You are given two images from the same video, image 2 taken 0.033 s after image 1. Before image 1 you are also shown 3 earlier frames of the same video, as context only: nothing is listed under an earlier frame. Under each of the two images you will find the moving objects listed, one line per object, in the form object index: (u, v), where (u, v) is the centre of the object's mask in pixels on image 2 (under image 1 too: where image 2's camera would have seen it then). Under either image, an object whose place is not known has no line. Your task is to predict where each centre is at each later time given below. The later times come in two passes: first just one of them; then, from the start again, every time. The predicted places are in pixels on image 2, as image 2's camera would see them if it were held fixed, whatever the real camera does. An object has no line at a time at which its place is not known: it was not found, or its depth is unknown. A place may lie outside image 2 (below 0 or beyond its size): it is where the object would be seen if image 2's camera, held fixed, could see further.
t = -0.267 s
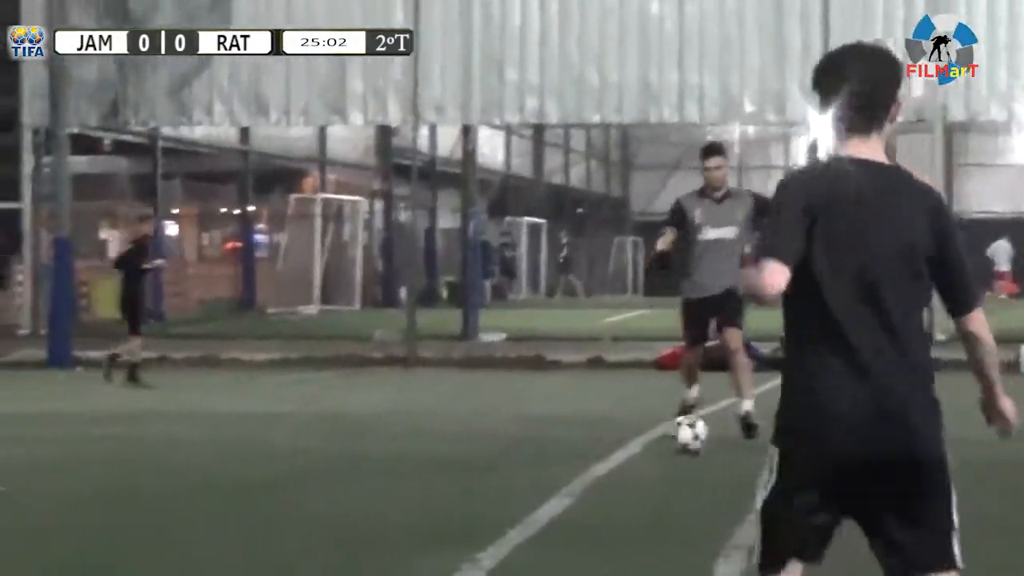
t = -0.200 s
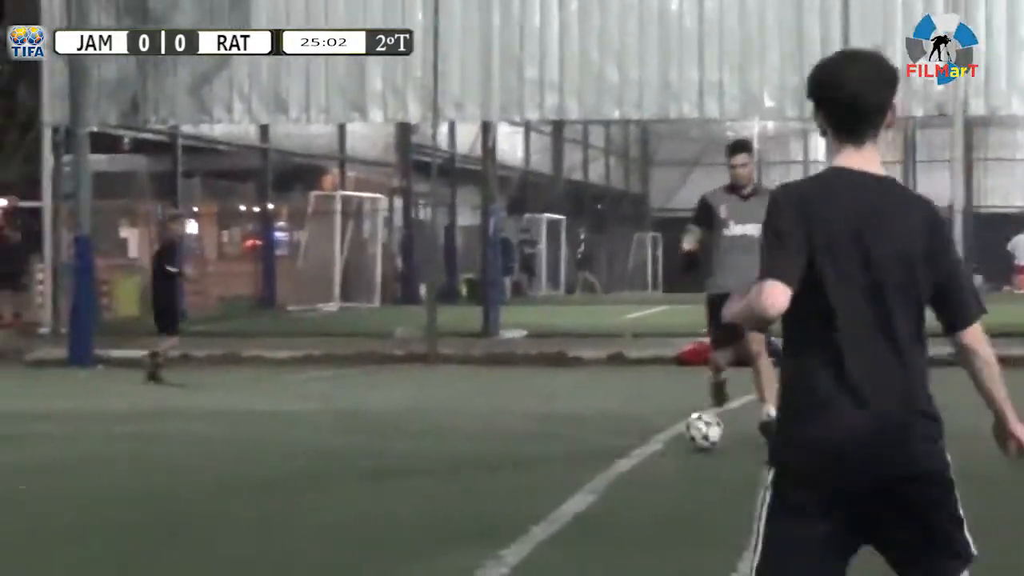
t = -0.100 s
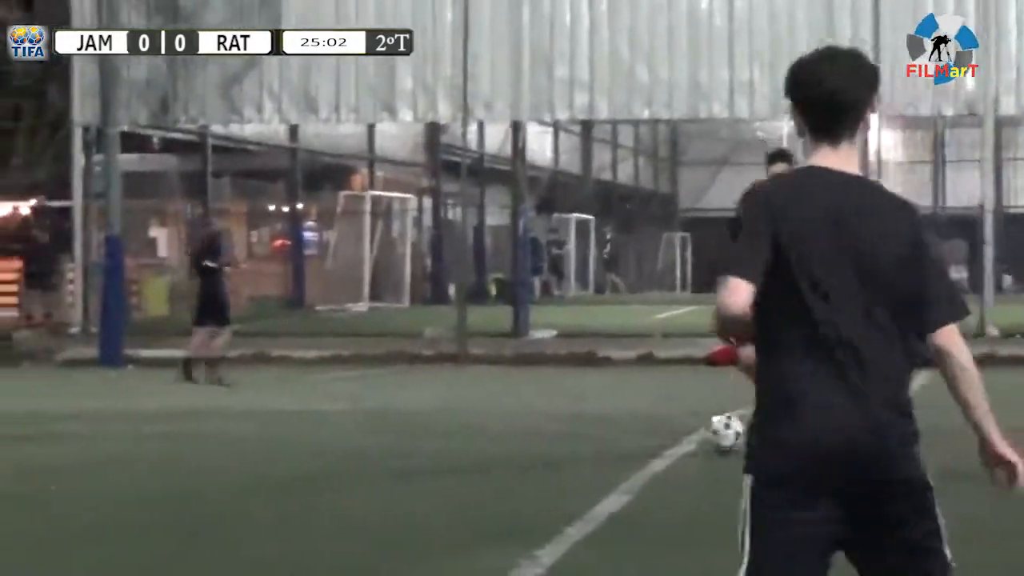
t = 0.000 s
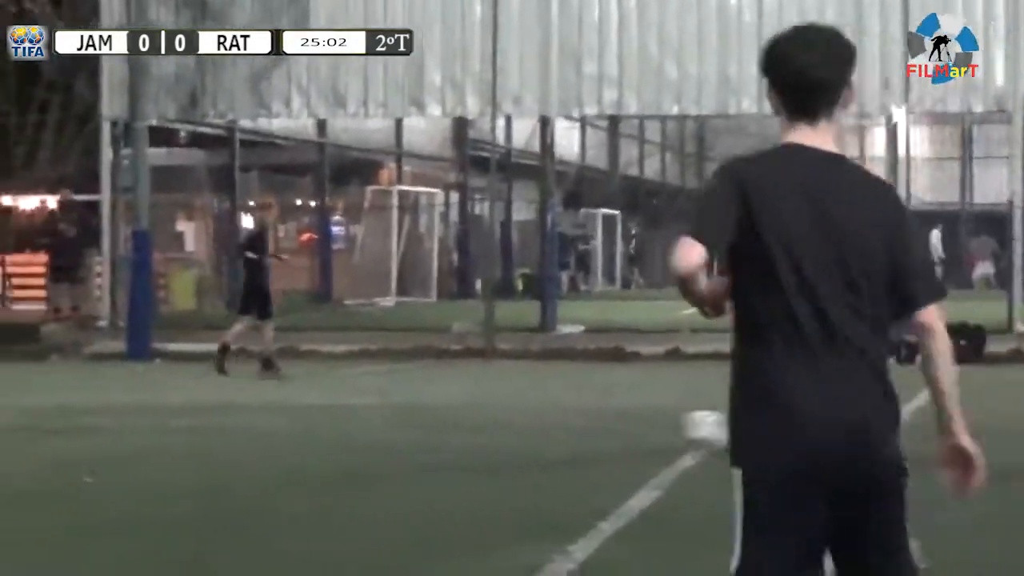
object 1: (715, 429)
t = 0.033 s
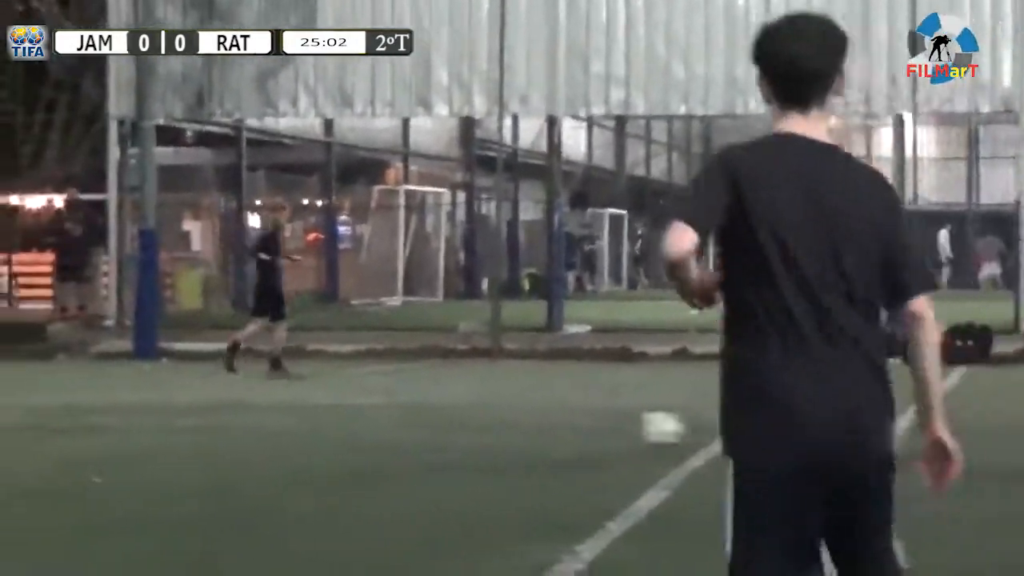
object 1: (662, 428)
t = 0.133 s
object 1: (507, 440)
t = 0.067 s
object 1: (612, 432)
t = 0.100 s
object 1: (562, 438)
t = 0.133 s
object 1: (507, 440)
